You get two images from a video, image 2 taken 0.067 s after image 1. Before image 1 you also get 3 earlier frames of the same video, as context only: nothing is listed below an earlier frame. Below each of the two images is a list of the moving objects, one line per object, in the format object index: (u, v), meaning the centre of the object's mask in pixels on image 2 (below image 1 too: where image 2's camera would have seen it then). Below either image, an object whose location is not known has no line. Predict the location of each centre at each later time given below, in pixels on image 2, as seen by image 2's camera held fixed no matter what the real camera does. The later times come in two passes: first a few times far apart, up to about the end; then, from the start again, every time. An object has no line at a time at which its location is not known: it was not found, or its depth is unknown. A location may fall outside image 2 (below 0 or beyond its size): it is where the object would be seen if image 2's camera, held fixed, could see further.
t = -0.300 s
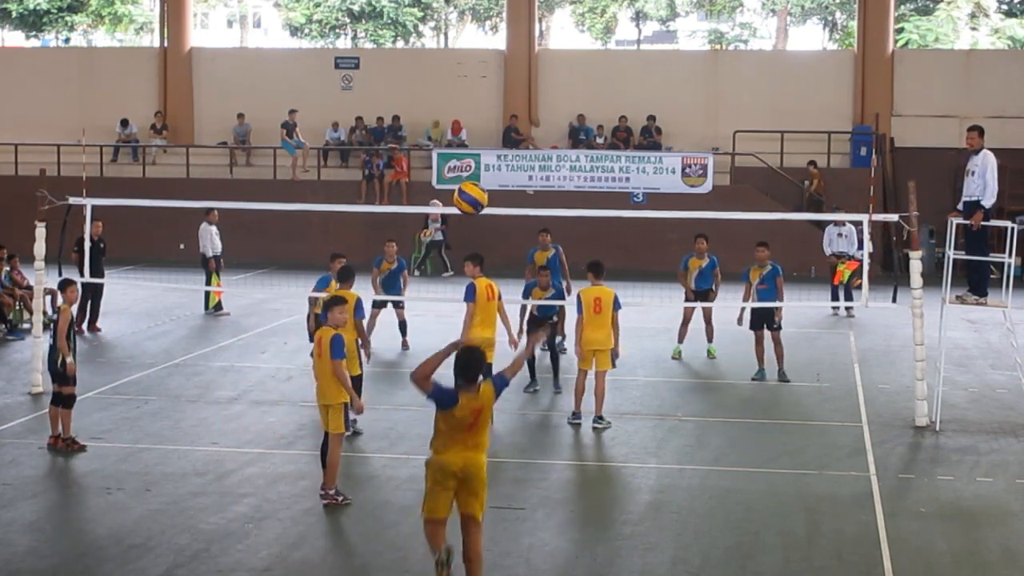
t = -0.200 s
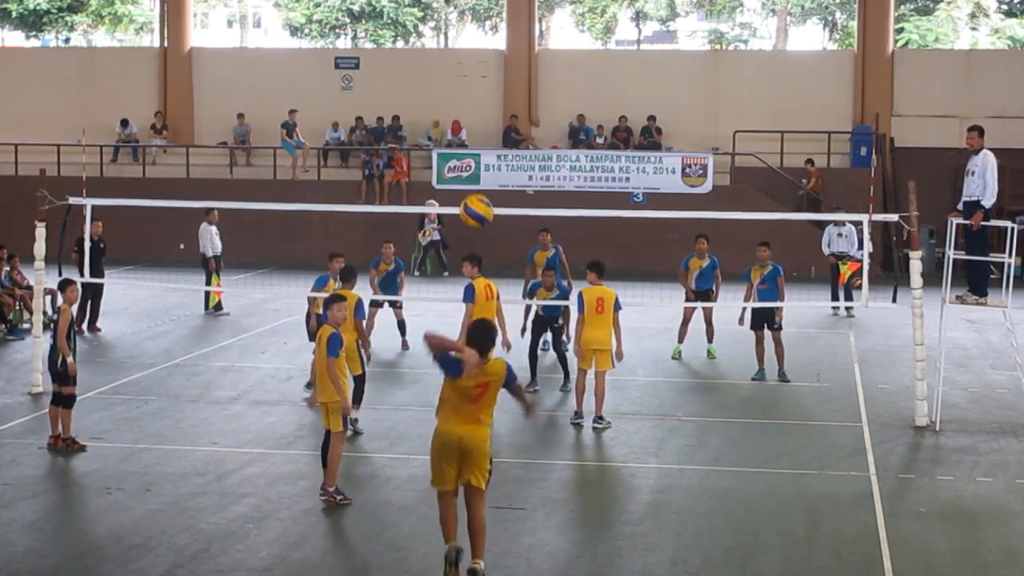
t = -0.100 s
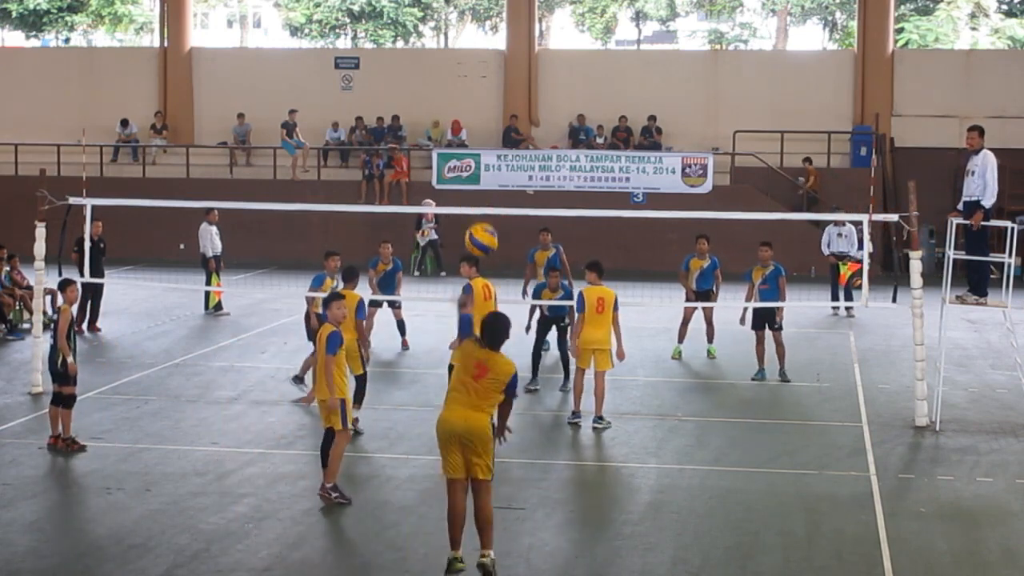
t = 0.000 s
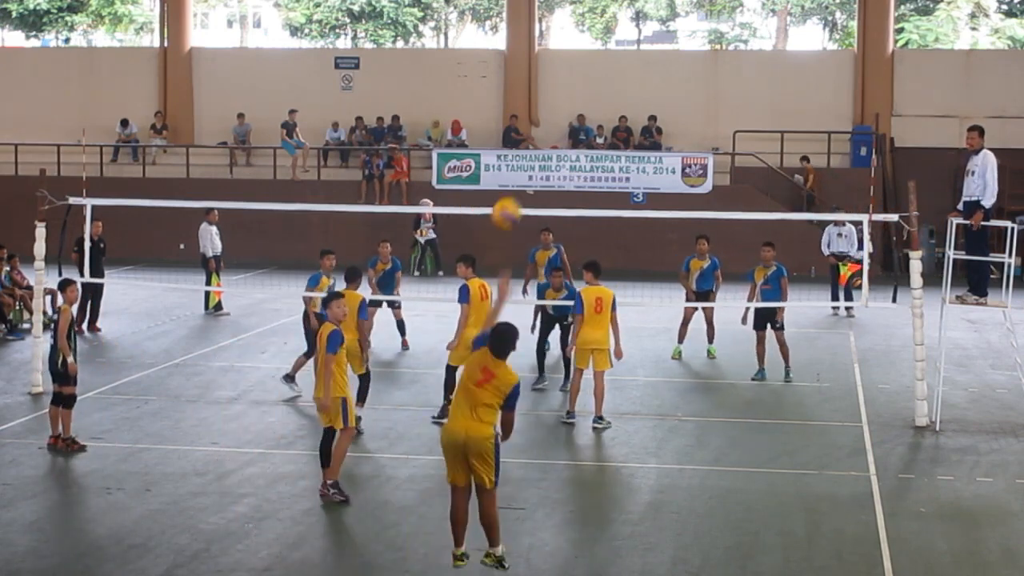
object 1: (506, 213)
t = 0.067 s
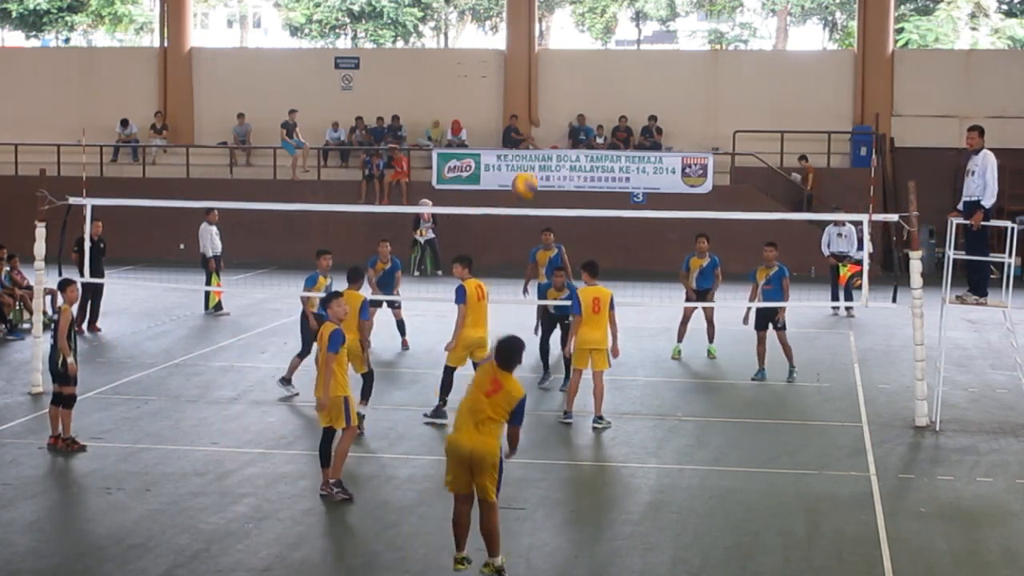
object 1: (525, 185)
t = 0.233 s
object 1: (552, 159)
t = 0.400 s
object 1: (564, 168)
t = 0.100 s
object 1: (532, 176)
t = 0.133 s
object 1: (538, 169)
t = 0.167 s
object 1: (543, 164)
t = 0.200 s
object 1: (548, 161)
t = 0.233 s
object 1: (552, 159)
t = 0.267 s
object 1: (556, 158)
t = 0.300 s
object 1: (558, 159)
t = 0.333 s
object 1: (560, 162)
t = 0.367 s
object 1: (562, 165)
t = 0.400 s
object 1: (564, 168)
